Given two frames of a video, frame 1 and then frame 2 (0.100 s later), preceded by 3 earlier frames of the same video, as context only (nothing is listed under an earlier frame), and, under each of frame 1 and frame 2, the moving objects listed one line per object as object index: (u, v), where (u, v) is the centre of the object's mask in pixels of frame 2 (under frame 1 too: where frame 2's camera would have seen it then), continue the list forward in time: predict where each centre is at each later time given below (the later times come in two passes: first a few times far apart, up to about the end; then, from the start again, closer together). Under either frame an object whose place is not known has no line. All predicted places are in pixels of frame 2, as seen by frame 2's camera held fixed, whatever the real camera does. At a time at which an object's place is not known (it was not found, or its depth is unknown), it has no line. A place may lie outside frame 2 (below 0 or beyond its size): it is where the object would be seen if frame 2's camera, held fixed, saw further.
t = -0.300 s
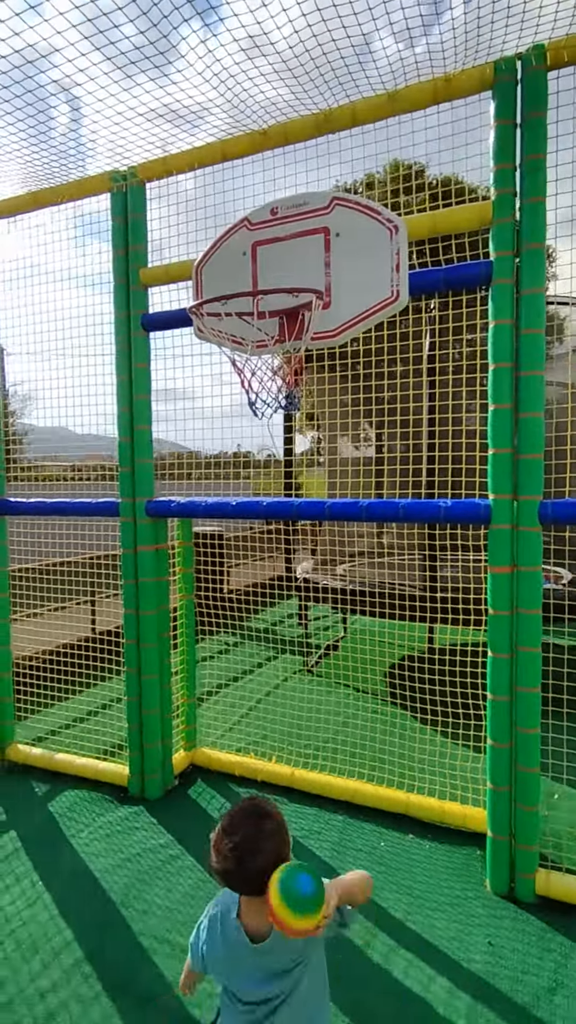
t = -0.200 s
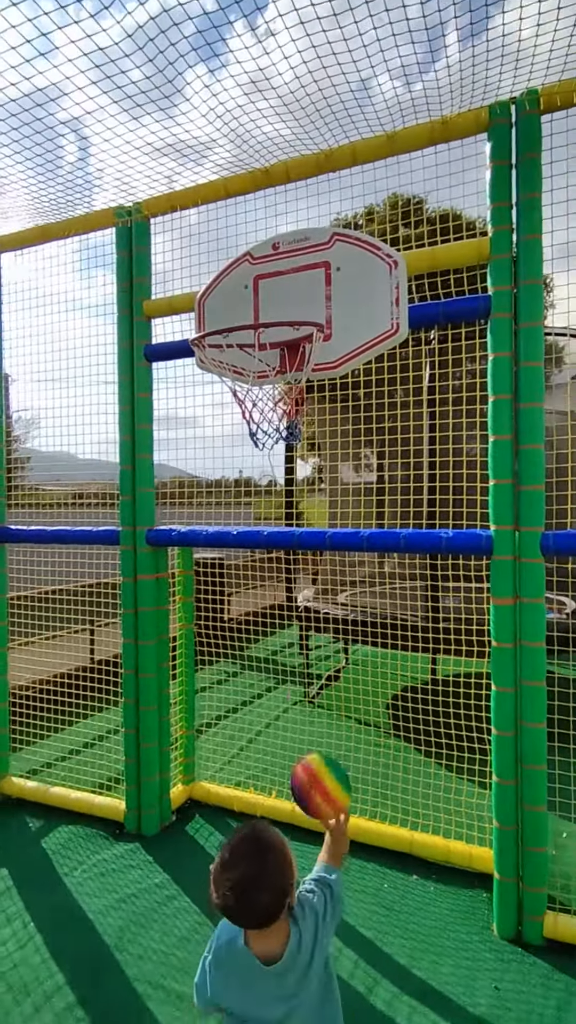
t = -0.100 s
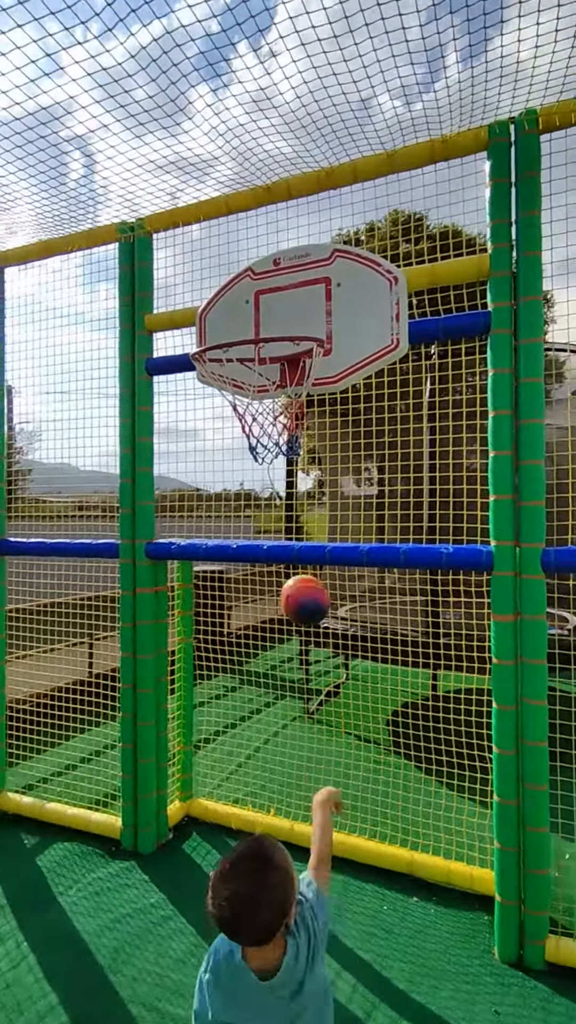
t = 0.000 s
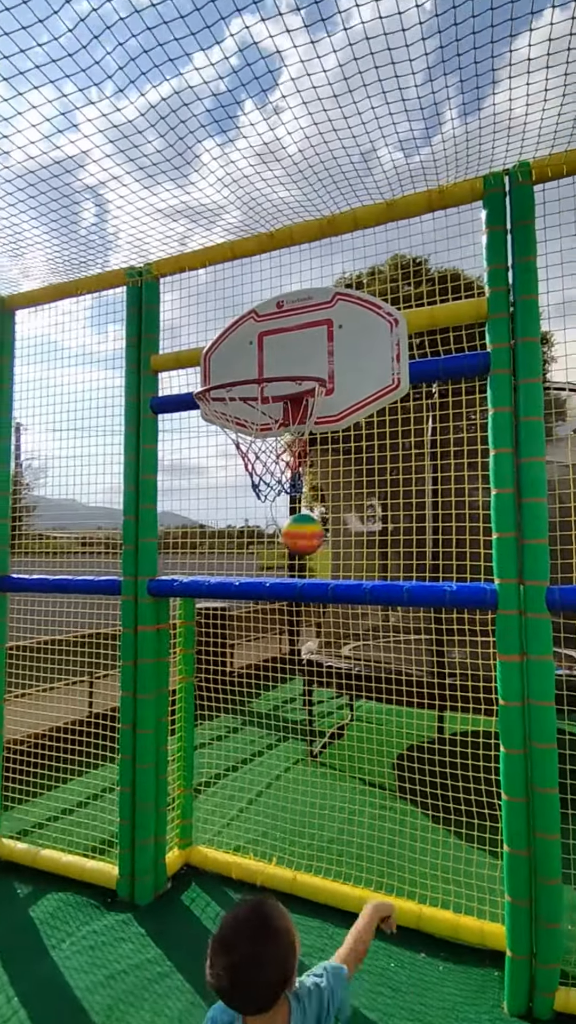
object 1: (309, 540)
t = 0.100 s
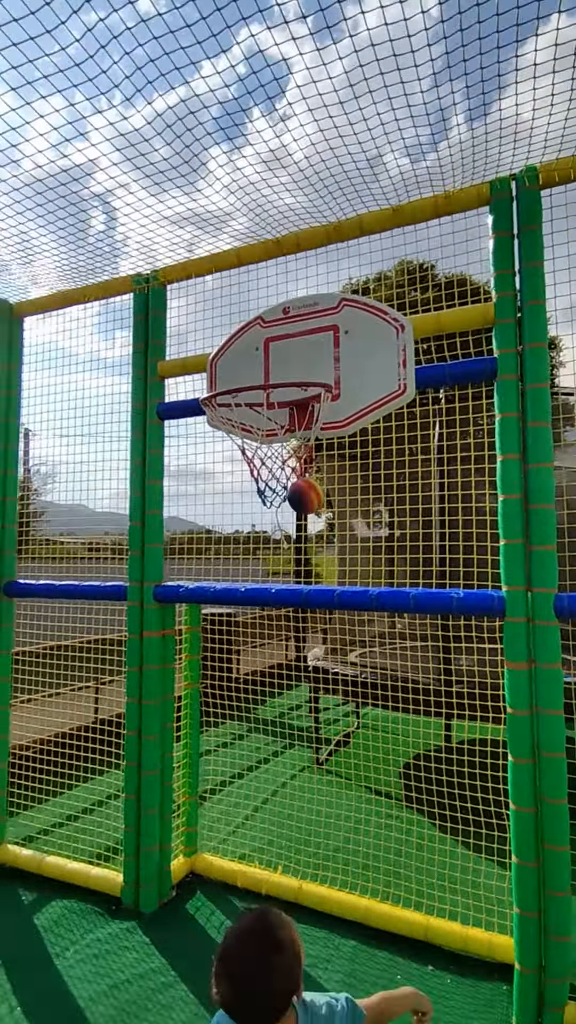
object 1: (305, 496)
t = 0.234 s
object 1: (307, 494)
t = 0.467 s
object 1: (299, 569)
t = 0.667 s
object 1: (272, 735)
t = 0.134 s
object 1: (306, 491)
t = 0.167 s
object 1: (305, 488)
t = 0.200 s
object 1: (306, 490)
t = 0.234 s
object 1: (307, 494)
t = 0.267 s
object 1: (307, 501)
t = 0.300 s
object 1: (307, 511)
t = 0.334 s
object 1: (309, 522)
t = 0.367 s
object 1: (308, 537)
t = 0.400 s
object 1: (306, 546)
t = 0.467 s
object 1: (299, 569)
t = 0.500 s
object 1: (293, 585)
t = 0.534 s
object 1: (289, 606)
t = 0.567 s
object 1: (285, 632)
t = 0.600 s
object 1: (281, 661)
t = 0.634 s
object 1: (278, 695)
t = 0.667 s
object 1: (272, 735)
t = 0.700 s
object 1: (268, 776)
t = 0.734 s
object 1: (263, 826)
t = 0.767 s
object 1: (259, 883)
